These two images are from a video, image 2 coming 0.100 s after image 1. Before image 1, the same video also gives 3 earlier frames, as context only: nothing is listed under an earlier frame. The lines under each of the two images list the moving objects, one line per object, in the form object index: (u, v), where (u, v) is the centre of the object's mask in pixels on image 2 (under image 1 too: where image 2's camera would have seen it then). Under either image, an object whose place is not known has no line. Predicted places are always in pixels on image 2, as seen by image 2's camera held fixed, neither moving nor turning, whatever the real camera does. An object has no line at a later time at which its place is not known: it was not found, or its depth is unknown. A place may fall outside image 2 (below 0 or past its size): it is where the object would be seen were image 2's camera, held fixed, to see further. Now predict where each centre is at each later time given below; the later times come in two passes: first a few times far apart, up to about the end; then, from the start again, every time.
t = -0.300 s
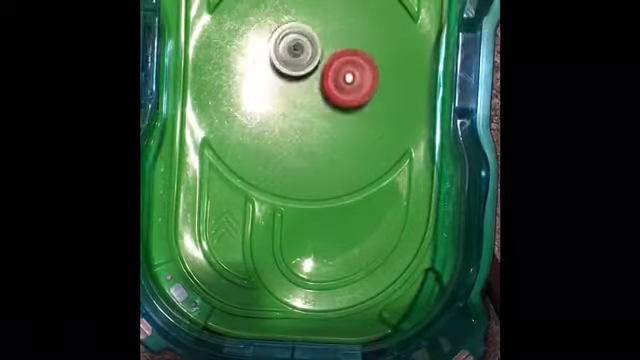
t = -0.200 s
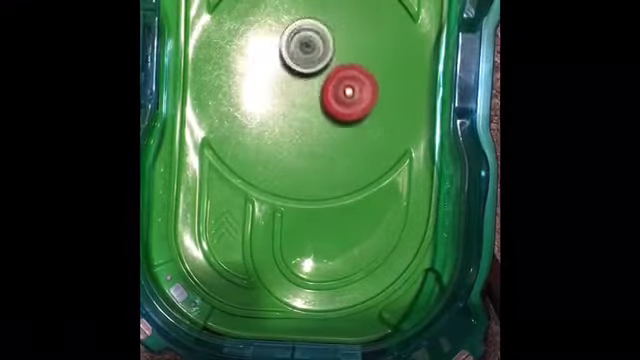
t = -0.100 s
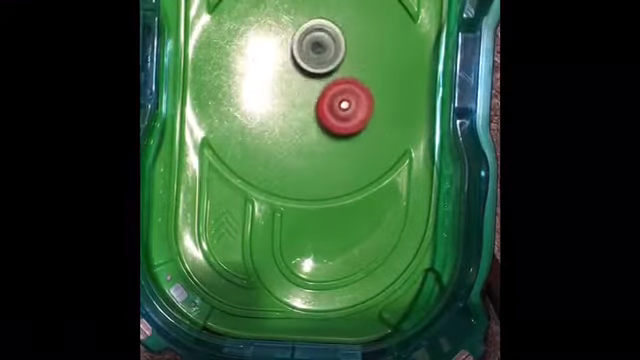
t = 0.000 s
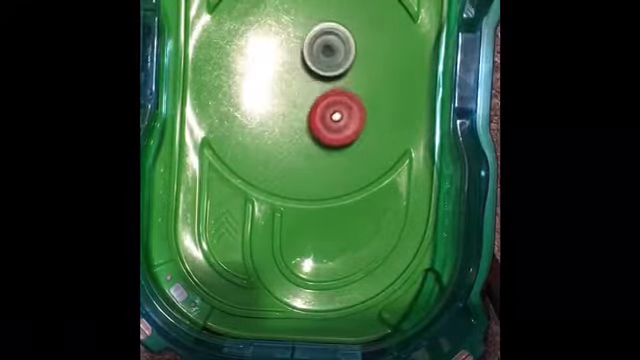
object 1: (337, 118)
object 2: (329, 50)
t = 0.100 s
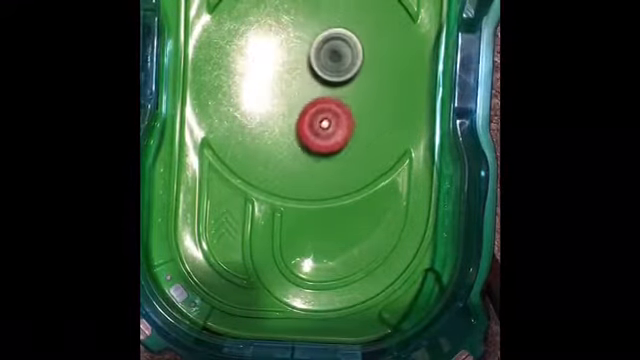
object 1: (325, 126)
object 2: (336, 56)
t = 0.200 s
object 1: (311, 131)
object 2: (340, 64)
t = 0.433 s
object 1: (279, 125)
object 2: (338, 87)
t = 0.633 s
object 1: (263, 105)
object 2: (323, 106)
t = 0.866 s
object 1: (246, 66)
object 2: (311, 117)
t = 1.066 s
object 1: (255, 38)
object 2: (293, 114)
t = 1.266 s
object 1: (284, 28)
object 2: (282, 101)
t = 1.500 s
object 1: (326, 38)
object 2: (283, 80)
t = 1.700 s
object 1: (352, 63)
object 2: (293, 64)
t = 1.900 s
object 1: (355, 94)
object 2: (310, 58)
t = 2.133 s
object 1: (330, 124)
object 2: (328, 66)
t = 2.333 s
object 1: (296, 134)
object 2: (332, 79)
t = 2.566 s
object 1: (263, 119)
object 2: (322, 95)
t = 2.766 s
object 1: (235, 79)
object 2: (327, 107)
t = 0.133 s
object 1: (320, 128)
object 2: (338, 59)
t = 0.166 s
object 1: (316, 130)
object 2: (339, 61)
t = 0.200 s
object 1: (311, 131)
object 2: (340, 64)
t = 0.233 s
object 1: (306, 131)
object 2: (341, 67)
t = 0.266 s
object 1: (302, 131)
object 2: (342, 70)
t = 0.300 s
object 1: (297, 131)
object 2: (342, 73)
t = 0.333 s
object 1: (292, 130)
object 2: (341, 76)
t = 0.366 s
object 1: (288, 129)
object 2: (341, 80)
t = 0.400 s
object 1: (284, 127)
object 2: (340, 83)
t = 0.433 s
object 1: (279, 125)
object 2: (338, 87)
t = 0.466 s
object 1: (276, 123)
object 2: (337, 91)
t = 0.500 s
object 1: (273, 120)
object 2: (335, 94)
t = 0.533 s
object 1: (270, 117)
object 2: (332, 97)
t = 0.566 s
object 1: (268, 113)
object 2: (330, 100)
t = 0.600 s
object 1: (265, 109)
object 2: (327, 103)
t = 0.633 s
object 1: (263, 105)
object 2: (323, 106)
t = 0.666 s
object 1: (262, 101)
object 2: (320, 108)
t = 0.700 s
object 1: (259, 95)
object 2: (318, 111)
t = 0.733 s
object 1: (255, 90)
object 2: (318, 114)
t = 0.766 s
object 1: (252, 83)
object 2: (318, 115)
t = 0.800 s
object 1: (250, 78)
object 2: (316, 116)
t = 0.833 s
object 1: (247, 72)
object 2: (314, 116)
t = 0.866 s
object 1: (246, 66)
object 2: (311, 117)
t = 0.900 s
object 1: (245, 61)
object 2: (308, 117)
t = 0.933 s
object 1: (246, 56)
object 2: (305, 117)
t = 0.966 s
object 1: (247, 51)
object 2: (302, 117)
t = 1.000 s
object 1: (249, 47)
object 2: (299, 116)
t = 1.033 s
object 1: (252, 42)
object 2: (296, 115)
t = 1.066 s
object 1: (255, 38)
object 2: (293, 114)
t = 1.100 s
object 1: (258, 35)
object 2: (291, 113)
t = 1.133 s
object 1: (263, 33)
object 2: (289, 111)
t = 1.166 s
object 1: (268, 31)
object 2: (287, 109)
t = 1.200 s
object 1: (273, 29)
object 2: (285, 107)
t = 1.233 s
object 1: (278, 28)
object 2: (283, 104)
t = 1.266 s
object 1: (284, 28)
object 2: (282, 101)
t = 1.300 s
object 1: (290, 28)
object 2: (280, 98)
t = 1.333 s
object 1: (296, 28)
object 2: (280, 95)
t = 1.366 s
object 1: (302, 29)
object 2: (279, 92)
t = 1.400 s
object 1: (308, 29)
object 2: (280, 90)
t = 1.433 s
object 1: (314, 31)
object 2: (280, 86)
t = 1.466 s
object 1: (320, 34)
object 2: (281, 83)
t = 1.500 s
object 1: (326, 38)
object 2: (283, 80)
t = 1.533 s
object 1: (331, 41)
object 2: (283, 76)
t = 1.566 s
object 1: (336, 44)
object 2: (285, 73)
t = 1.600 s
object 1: (341, 48)
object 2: (287, 70)
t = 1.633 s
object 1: (345, 53)
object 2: (288, 68)
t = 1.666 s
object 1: (349, 58)
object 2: (291, 66)
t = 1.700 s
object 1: (352, 63)
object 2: (293, 64)
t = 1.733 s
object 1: (354, 68)
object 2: (296, 62)
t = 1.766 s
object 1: (355, 73)
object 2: (299, 60)
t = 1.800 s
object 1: (356, 79)
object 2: (302, 59)
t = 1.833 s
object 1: (357, 84)
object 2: (305, 58)
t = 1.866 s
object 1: (357, 89)
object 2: (308, 58)
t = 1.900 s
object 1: (355, 94)
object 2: (310, 58)
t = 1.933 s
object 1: (353, 99)
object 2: (314, 58)
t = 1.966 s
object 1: (350, 105)
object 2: (317, 59)
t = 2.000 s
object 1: (348, 109)
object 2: (319, 59)
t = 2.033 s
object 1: (344, 113)
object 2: (322, 61)
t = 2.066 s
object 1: (340, 117)
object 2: (324, 62)
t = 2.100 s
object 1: (335, 121)
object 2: (326, 63)
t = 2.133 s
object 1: (330, 124)
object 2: (328, 66)
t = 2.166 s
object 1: (325, 128)
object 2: (329, 68)
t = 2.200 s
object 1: (319, 129)
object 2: (330, 70)
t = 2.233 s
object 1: (313, 131)
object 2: (332, 72)
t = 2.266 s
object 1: (307, 132)
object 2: (332, 75)
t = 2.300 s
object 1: (301, 133)
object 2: (333, 76)
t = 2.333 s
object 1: (296, 134)
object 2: (332, 79)
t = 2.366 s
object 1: (290, 133)
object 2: (331, 82)
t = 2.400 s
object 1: (284, 132)
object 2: (330, 84)
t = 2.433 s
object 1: (279, 131)
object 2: (329, 87)
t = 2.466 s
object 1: (275, 129)
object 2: (328, 89)
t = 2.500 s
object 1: (271, 125)
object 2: (326, 92)
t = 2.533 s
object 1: (267, 122)
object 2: (325, 94)
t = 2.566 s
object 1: (263, 119)
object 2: (322, 95)
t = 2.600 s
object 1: (260, 115)
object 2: (320, 97)
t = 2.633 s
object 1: (258, 110)
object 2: (318, 98)
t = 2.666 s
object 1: (256, 105)
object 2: (315, 99)
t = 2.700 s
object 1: (255, 100)
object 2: (312, 100)
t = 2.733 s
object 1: (246, 91)
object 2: (316, 105)
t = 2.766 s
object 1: (235, 79)
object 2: (327, 107)
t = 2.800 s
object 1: (228, 71)
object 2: (330, 106)
